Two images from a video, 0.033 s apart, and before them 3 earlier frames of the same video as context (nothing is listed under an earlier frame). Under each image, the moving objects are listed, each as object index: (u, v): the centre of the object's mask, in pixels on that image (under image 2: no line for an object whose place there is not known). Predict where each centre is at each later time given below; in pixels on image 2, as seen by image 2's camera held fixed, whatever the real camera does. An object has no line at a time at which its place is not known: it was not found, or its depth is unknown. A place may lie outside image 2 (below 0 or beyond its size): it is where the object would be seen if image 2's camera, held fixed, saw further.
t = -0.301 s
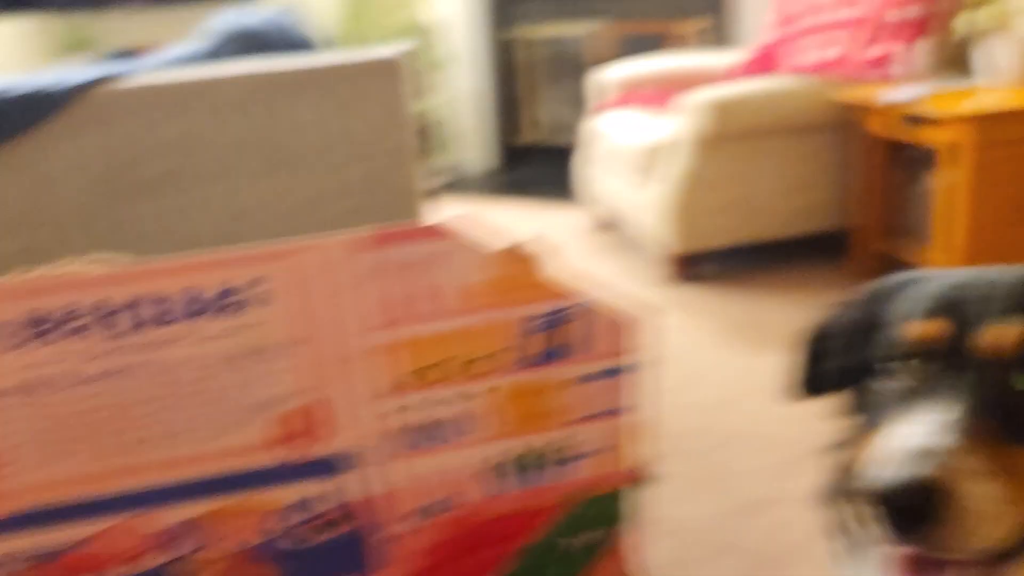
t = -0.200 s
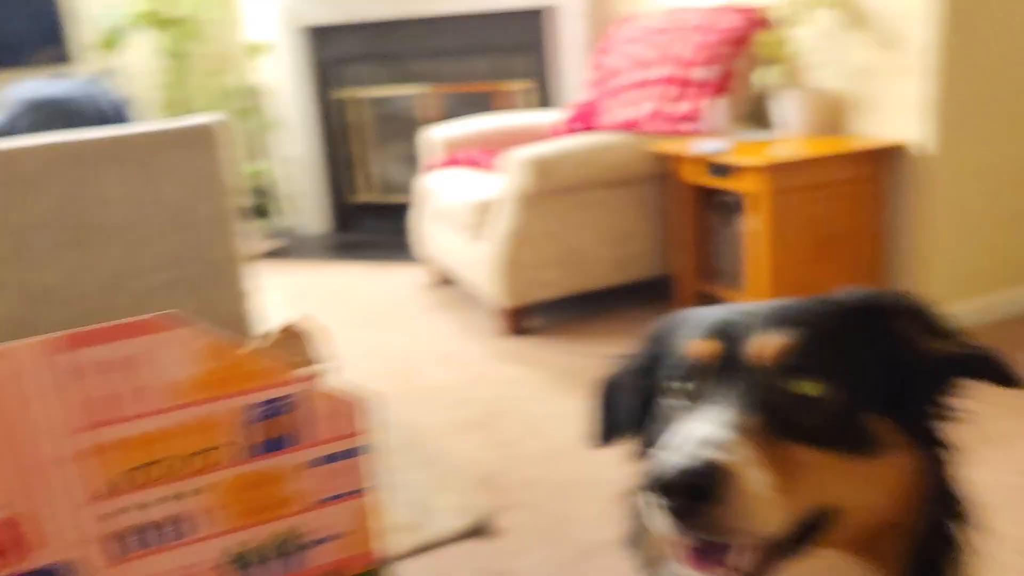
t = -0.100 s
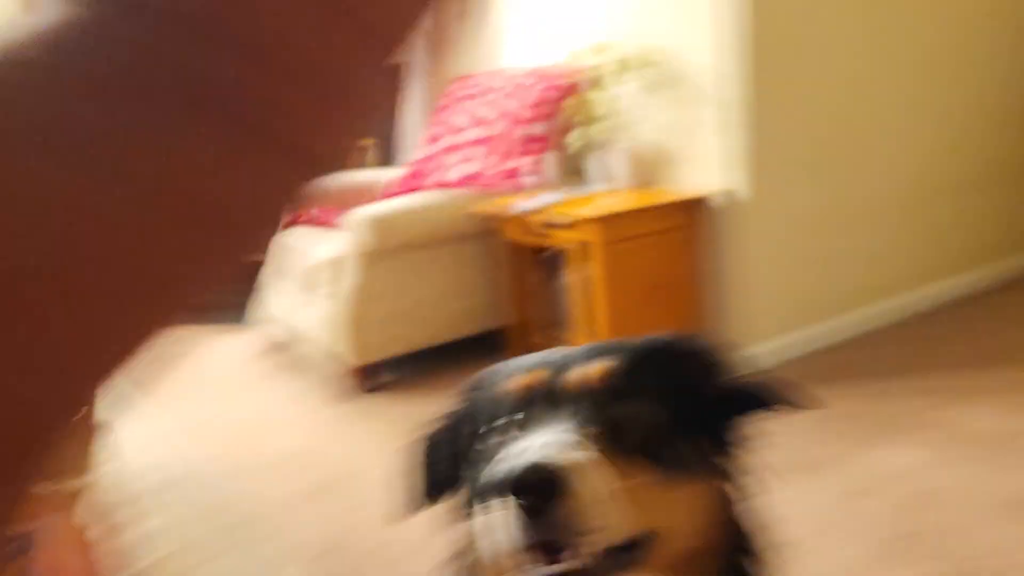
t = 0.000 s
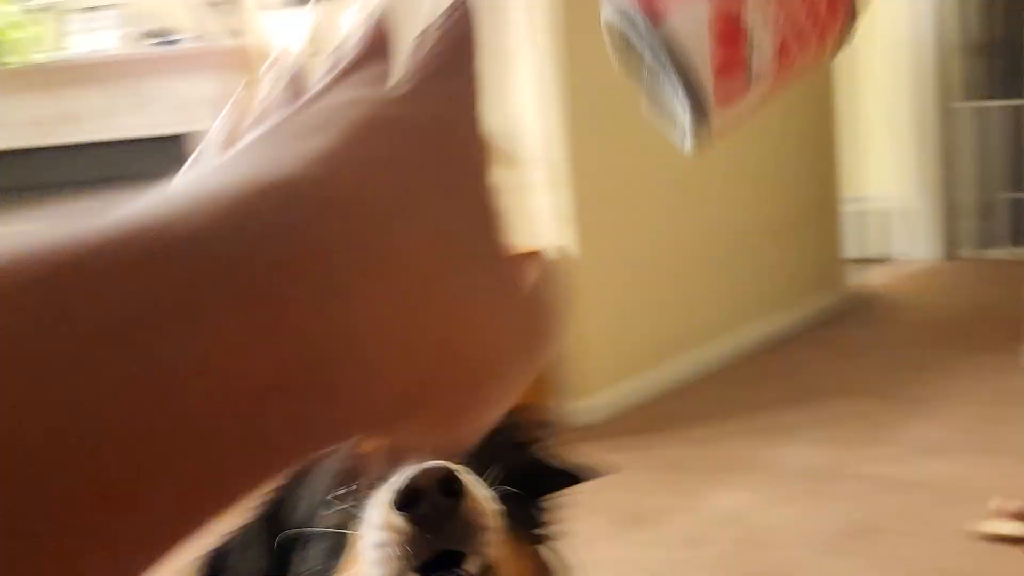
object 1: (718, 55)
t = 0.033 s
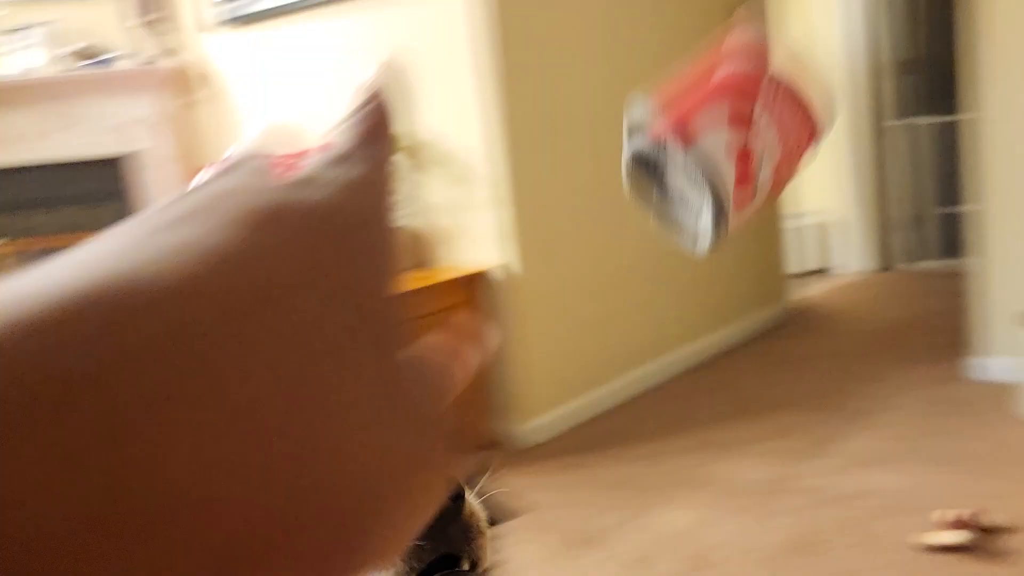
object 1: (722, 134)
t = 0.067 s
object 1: (767, 222)
